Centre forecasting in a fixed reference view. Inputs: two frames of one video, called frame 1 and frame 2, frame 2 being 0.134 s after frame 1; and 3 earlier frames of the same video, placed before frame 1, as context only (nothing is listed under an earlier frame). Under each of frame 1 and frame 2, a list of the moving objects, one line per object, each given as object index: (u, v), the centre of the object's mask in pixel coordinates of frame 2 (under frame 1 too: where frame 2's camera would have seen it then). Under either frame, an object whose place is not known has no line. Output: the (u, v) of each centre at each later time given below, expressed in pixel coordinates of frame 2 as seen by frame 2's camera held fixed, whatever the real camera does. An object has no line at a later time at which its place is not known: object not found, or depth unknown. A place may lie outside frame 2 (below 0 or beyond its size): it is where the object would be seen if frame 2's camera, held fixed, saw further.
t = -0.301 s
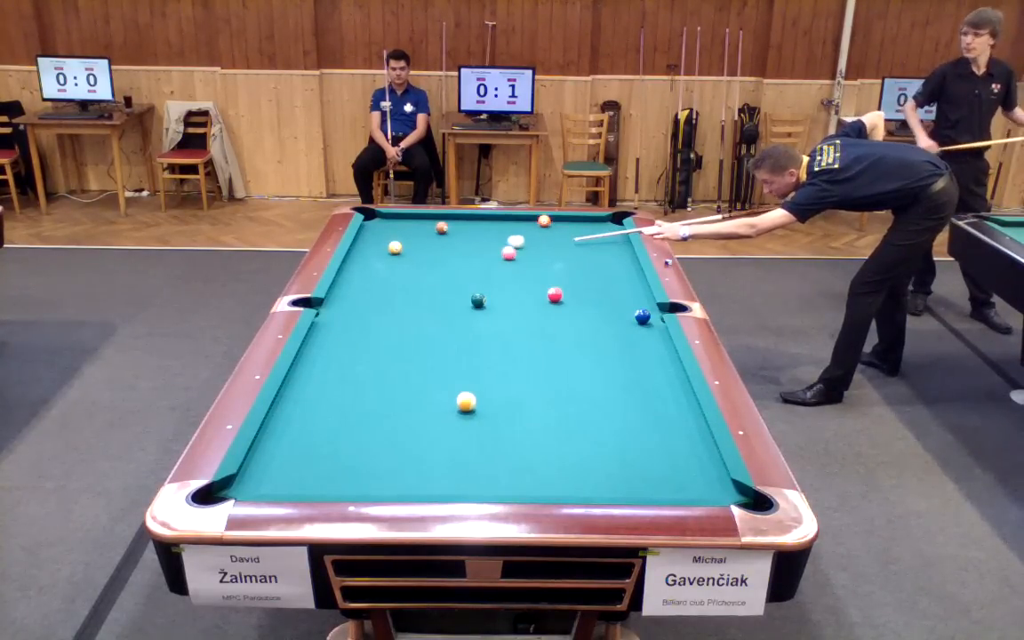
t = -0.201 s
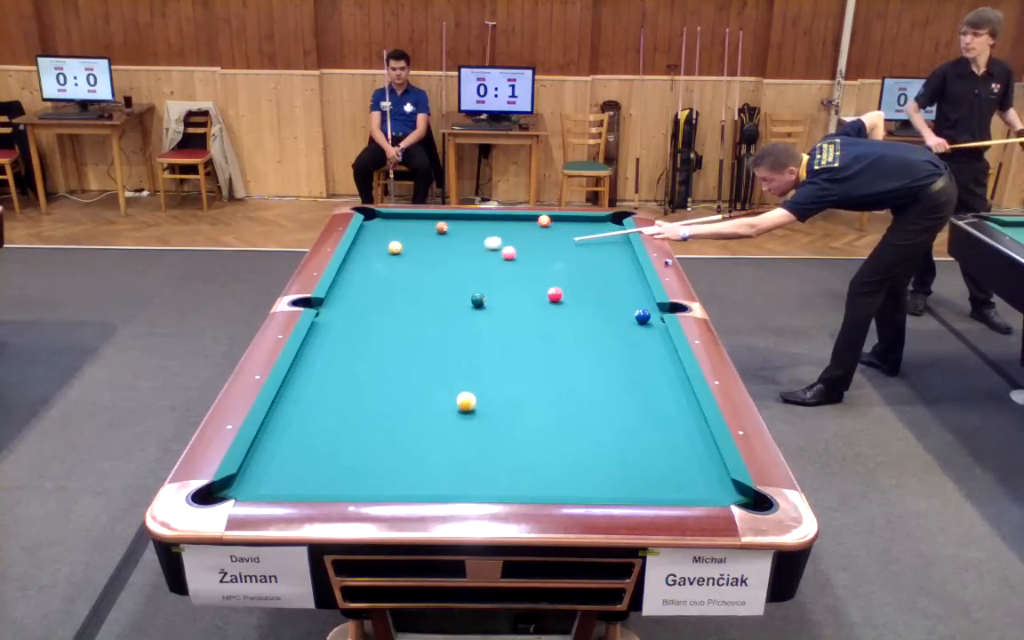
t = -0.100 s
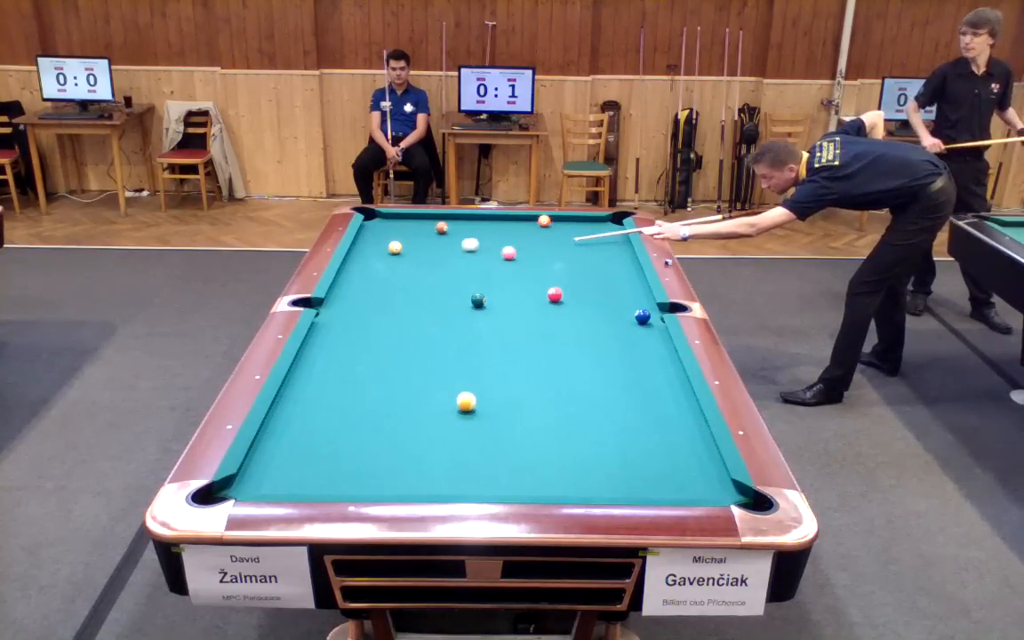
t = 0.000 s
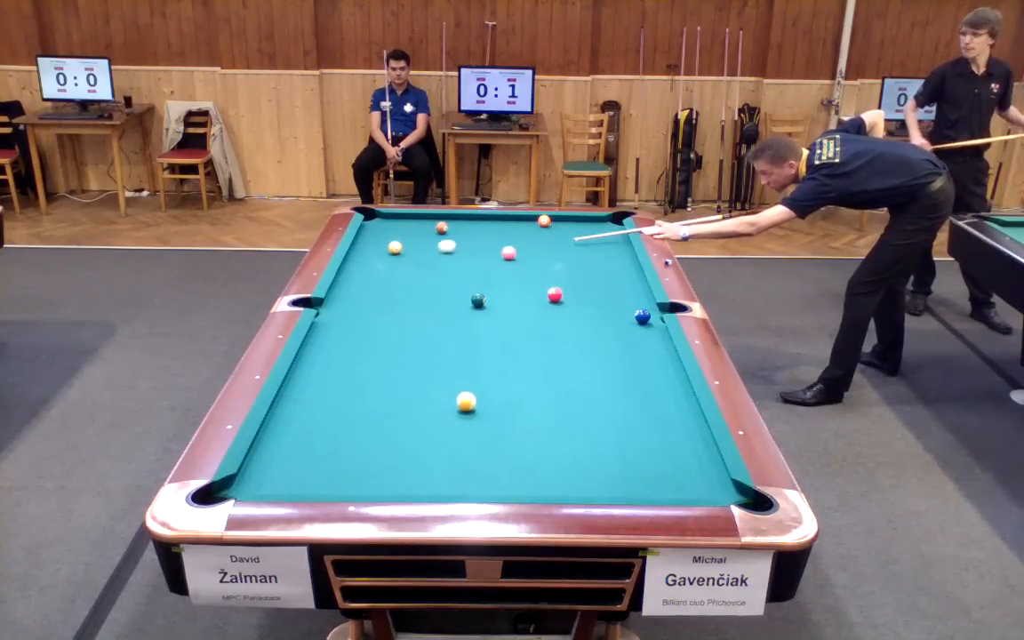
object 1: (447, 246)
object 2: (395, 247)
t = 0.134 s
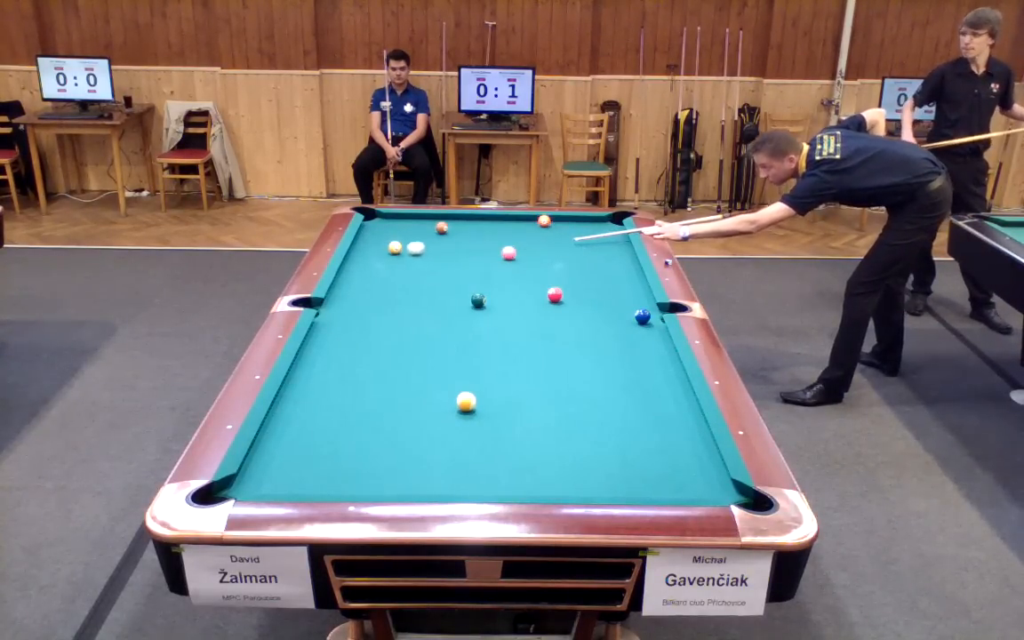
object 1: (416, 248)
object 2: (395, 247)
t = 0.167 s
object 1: (408, 249)
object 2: (394, 246)
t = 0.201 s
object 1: (405, 250)
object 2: (390, 246)
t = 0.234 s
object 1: (403, 251)
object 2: (385, 245)
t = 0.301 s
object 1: (396, 254)
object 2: (376, 244)
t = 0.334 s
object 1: (393, 255)
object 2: (372, 244)
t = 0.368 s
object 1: (390, 256)
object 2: (369, 243)
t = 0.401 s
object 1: (387, 257)
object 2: (365, 243)
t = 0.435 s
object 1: (384, 258)
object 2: (362, 242)
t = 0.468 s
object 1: (380, 259)
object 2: (359, 242)
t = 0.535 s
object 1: (373, 262)
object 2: (362, 242)
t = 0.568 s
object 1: (370, 263)
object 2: (364, 241)
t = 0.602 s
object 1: (367, 264)
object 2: (367, 241)
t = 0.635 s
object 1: (363, 265)
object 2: (369, 241)
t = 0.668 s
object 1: (360, 266)
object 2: (371, 240)
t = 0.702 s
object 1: (357, 268)
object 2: (372, 240)
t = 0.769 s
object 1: (350, 270)
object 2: (376, 240)
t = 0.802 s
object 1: (347, 271)
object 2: (378, 240)
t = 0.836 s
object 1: (344, 272)
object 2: (380, 239)
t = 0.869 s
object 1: (344, 274)
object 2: (382, 239)
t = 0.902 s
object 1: (346, 275)
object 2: (384, 239)
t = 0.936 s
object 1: (347, 276)
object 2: (386, 239)
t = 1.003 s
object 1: (349, 279)
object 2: (389, 238)
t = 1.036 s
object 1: (350, 280)
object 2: (391, 238)
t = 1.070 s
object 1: (351, 282)
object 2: (393, 237)
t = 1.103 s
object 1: (352, 283)
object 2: (394, 238)
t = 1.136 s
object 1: (353, 284)
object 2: (396, 238)
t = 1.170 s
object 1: (354, 286)
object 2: (398, 237)
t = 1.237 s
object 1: (356, 288)
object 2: (401, 237)
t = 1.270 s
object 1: (357, 290)
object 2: (403, 236)
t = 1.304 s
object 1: (358, 291)
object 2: (404, 236)
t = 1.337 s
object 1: (359, 292)
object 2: (406, 236)
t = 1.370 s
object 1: (360, 294)
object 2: (408, 236)
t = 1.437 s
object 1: (362, 296)
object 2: (411, 236)
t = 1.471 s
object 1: (363, 298)
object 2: (412, 235)
